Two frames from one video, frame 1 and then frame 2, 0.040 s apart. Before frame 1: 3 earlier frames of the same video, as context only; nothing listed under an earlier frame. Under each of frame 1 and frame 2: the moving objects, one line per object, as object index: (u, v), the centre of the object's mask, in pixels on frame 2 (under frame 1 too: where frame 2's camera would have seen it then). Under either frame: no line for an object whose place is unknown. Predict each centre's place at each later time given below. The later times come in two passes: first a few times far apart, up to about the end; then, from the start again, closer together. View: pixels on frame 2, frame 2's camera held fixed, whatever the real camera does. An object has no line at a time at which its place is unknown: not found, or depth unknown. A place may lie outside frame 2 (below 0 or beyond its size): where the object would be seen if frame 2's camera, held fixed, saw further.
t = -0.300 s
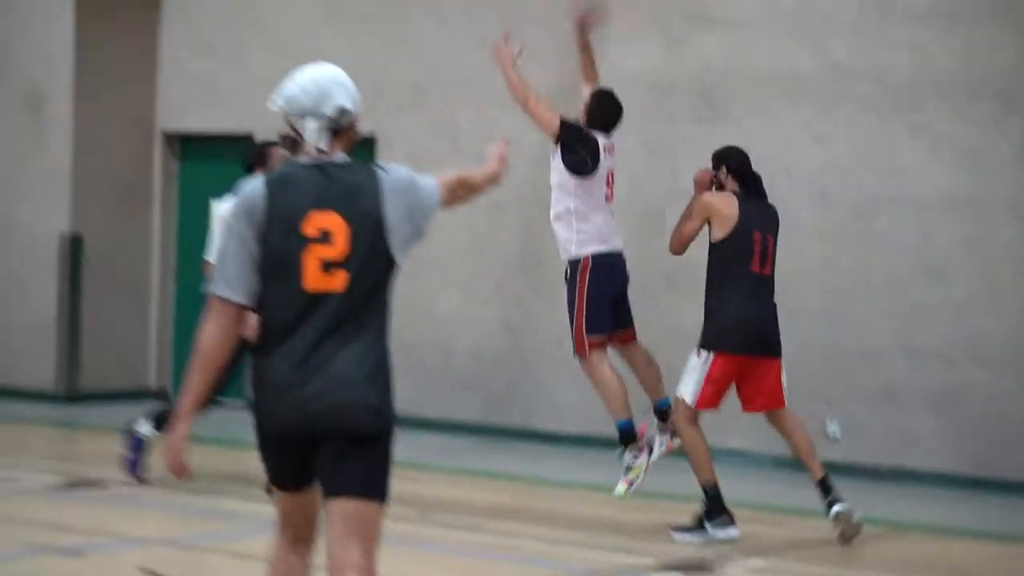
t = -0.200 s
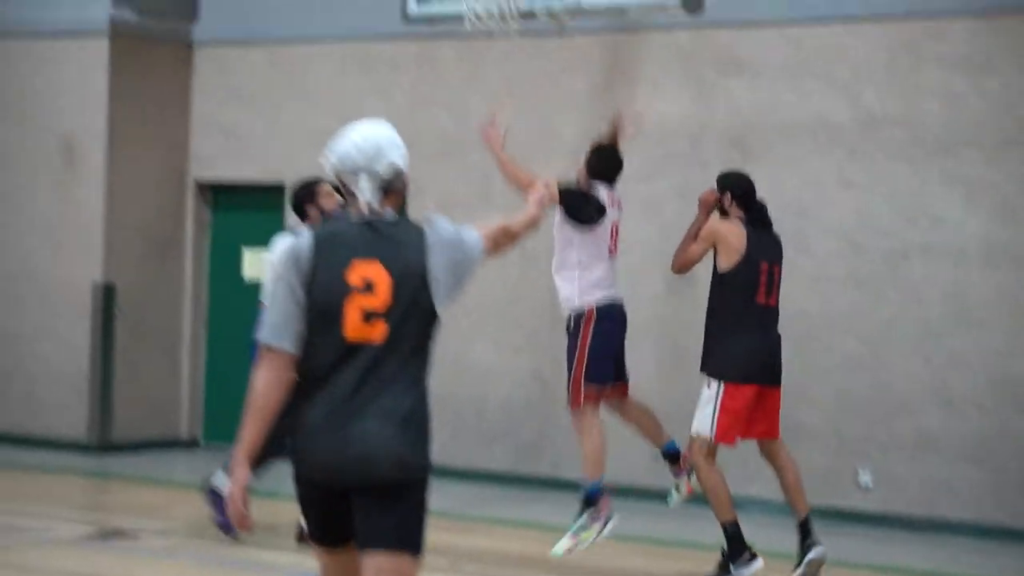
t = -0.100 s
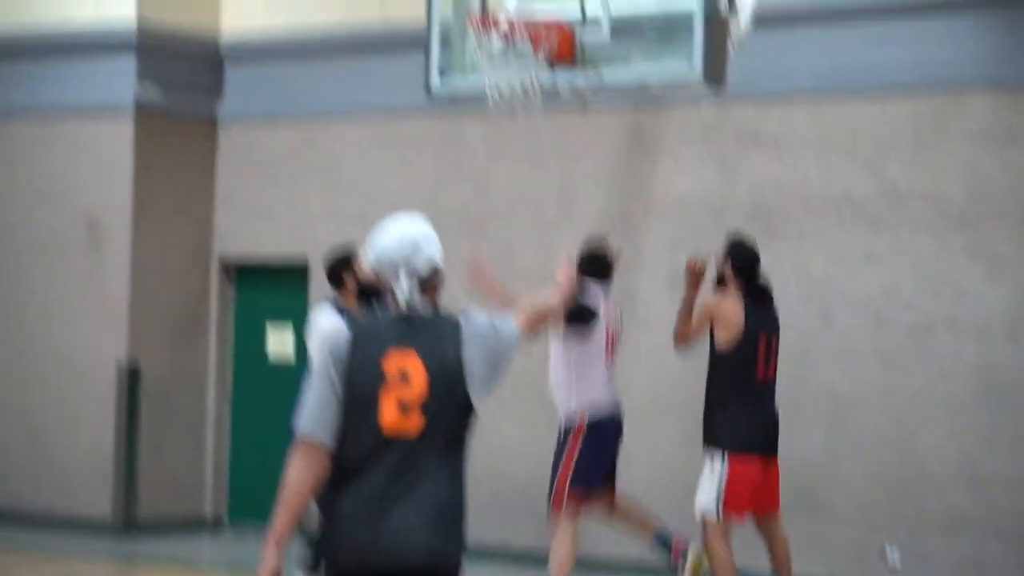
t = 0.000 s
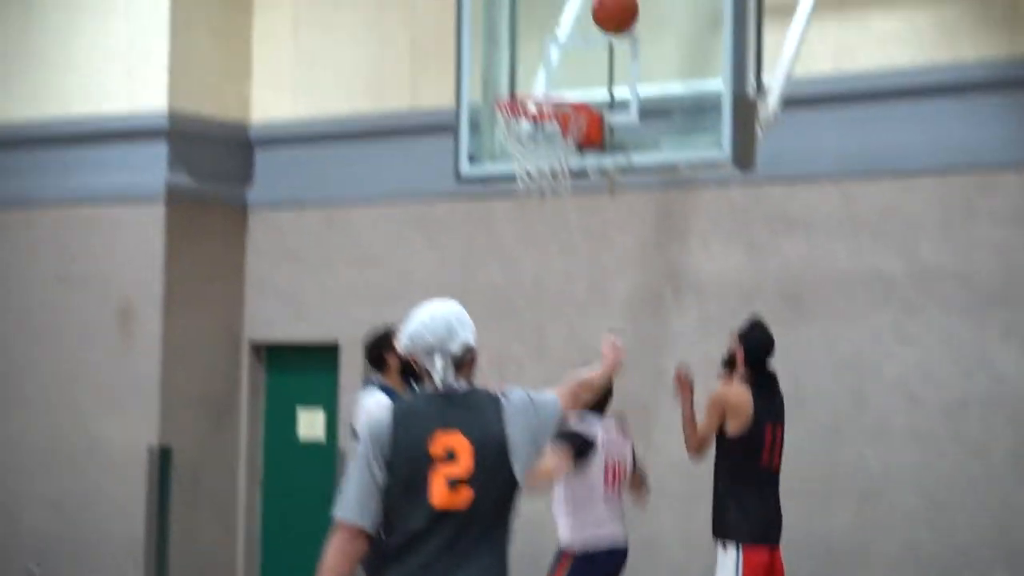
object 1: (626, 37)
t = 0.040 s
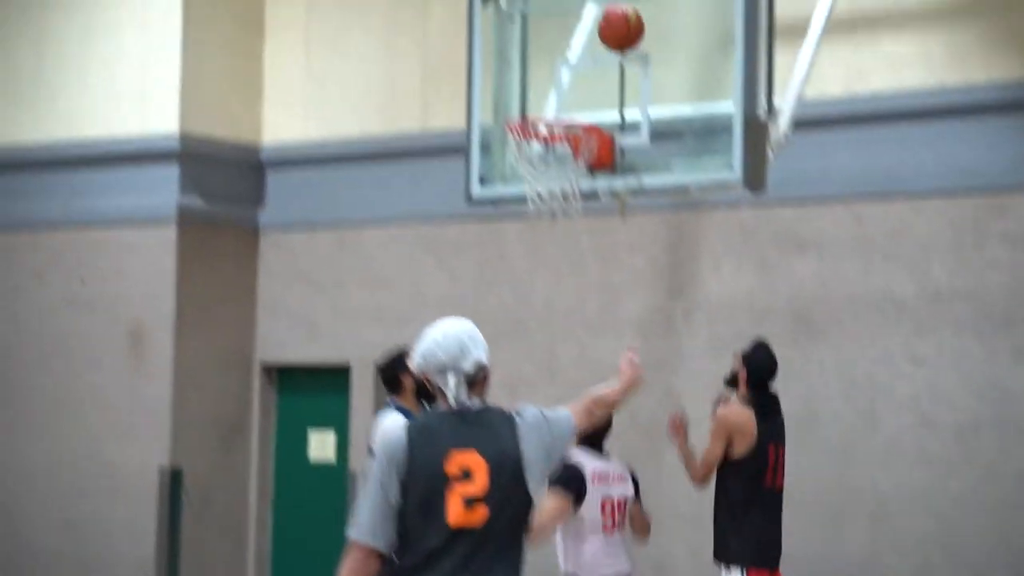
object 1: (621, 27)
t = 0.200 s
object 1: (597, 44)
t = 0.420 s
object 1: (559, 108)
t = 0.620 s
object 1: (552, 94)
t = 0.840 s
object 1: (582, 104)
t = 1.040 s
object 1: (560, 116)
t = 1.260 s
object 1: (538, 207)
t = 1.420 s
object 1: (527, 298)
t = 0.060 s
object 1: (618, 27)
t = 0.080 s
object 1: (616, 27)
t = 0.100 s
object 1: (613, 27)
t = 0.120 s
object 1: (610, 28)
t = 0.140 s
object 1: (607, 31)
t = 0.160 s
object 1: (603, 35)
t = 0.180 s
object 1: (601, 39)
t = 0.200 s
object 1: (597, 44)
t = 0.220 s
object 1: (594, 49)
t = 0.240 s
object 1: (590, 55)
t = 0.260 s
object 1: (587, 62)
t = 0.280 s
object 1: (583, 69)
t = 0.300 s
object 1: (580, 77)
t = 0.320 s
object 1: (577, 85)
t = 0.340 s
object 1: (573, 94)
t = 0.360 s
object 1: (570, 103)
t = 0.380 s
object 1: (567, 108)
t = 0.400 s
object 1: (563, 109)
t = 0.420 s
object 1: (559, 108)
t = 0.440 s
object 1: (554, 107)
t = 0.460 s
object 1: (550, 107)
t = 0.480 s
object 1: (546, 107)
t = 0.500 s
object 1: (542, 107)
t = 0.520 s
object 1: (537, 108)
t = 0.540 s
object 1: (539, 106)
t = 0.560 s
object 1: (543, 103)
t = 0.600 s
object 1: (550, 97)
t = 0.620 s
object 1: (552, 94)
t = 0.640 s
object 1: (556, 93)
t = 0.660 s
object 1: (559, 92)
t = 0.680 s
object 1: (562, 91)
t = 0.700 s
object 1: (565, 91)
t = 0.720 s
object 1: (569, 92)
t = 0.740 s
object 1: (572, 94)
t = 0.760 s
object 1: (575, 97)
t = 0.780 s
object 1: (578, 100)
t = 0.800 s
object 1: (581, 103)
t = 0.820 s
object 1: (584, 106)
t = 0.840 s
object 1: (582, 104)
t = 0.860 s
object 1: (580, 102)
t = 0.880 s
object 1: (578, 101)
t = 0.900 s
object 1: (576, 100)
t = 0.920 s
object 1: (574, 100)
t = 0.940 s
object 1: (572, 100)
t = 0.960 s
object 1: (569, 101)
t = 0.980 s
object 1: (567, 103)
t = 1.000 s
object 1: (565, 104)
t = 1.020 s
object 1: (563, 106)
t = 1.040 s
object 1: (560, 116)
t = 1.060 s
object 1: (558, 121)
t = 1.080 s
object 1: (555, 126)
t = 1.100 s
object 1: (554, 132)
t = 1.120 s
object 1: (551, 141)
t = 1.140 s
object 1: (547, 149)
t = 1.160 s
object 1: (545, 158)
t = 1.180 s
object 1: (544, 166)
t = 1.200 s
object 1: (542, 175)
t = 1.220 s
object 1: (541, 186)
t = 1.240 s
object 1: (541, 208)
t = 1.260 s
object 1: (538, 207)
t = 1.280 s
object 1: (537, 212)
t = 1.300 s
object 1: (535, 221)
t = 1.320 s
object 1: (534, 232)
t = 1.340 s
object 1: (533, 244)
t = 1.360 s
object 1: (531, 256)
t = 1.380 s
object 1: (530, 270)
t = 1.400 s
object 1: (529, 283)
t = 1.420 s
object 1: (527, 298)
